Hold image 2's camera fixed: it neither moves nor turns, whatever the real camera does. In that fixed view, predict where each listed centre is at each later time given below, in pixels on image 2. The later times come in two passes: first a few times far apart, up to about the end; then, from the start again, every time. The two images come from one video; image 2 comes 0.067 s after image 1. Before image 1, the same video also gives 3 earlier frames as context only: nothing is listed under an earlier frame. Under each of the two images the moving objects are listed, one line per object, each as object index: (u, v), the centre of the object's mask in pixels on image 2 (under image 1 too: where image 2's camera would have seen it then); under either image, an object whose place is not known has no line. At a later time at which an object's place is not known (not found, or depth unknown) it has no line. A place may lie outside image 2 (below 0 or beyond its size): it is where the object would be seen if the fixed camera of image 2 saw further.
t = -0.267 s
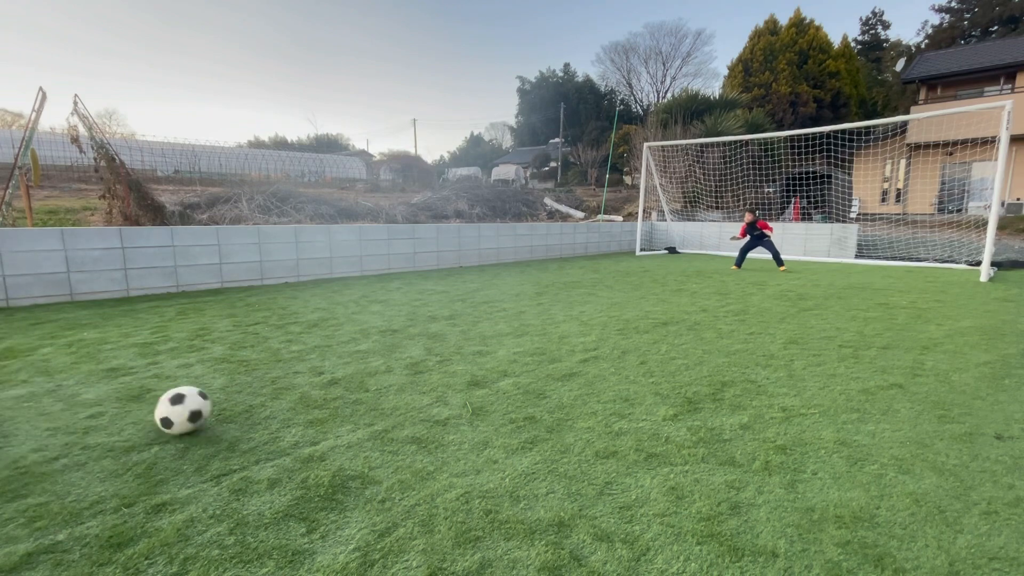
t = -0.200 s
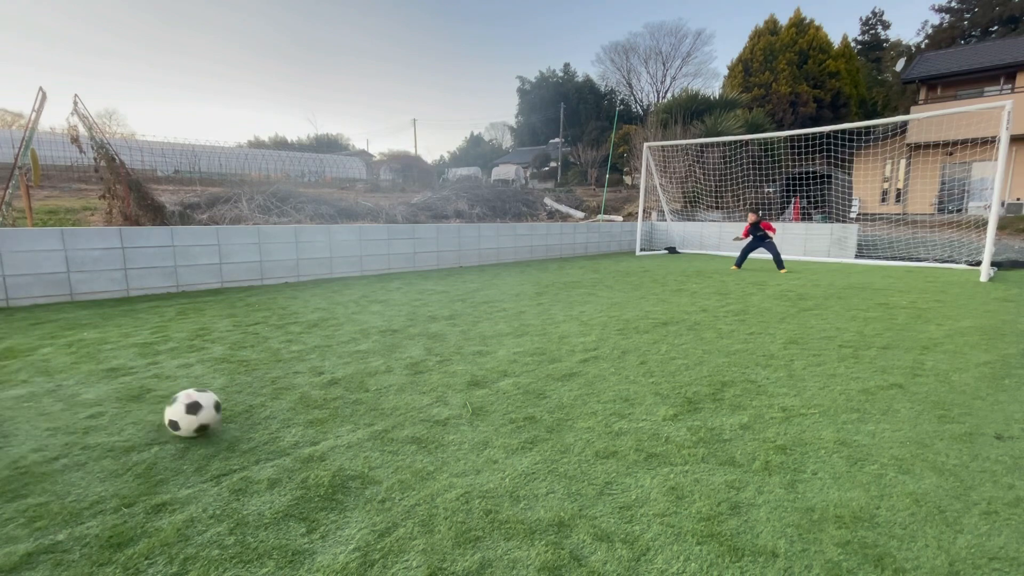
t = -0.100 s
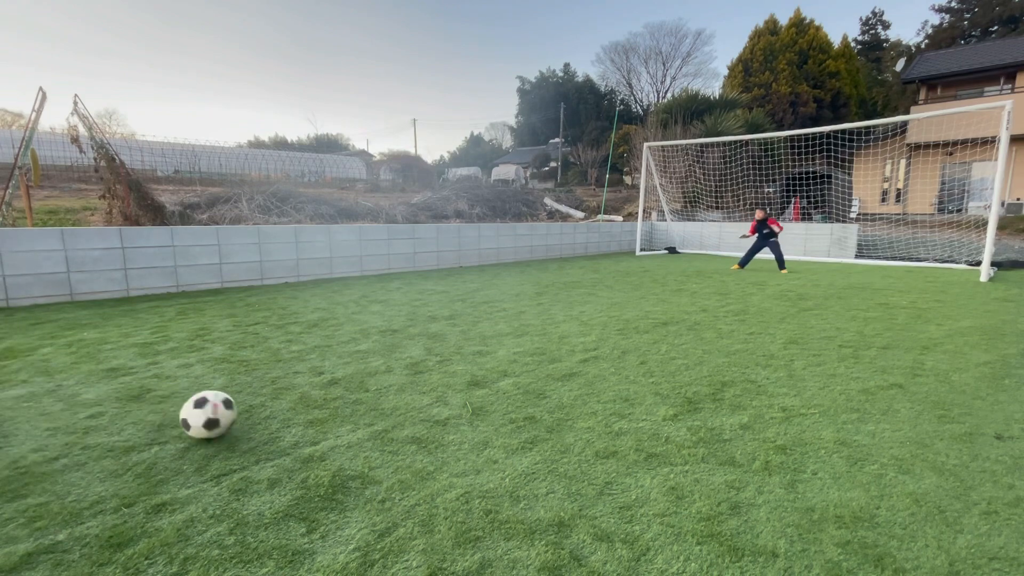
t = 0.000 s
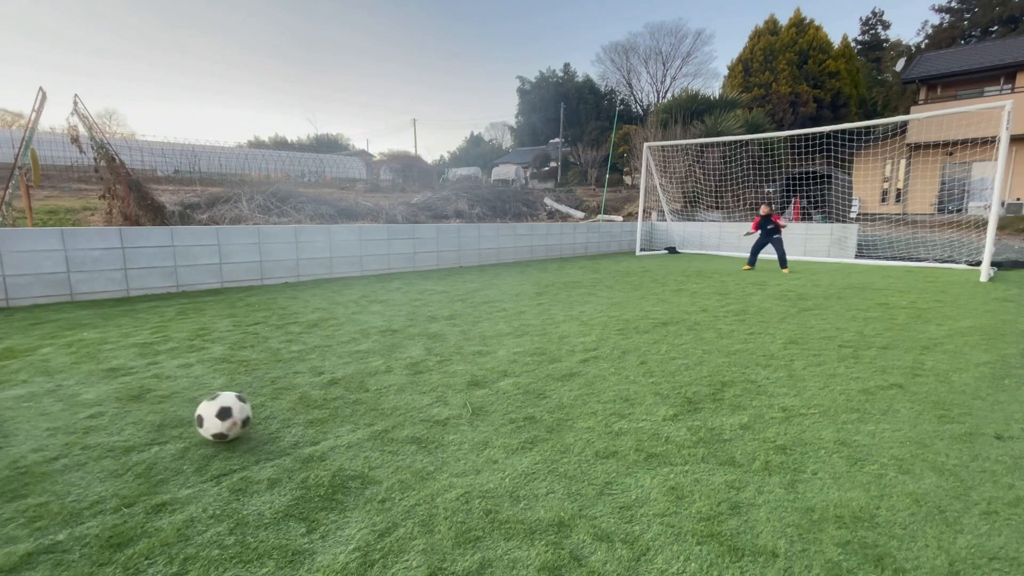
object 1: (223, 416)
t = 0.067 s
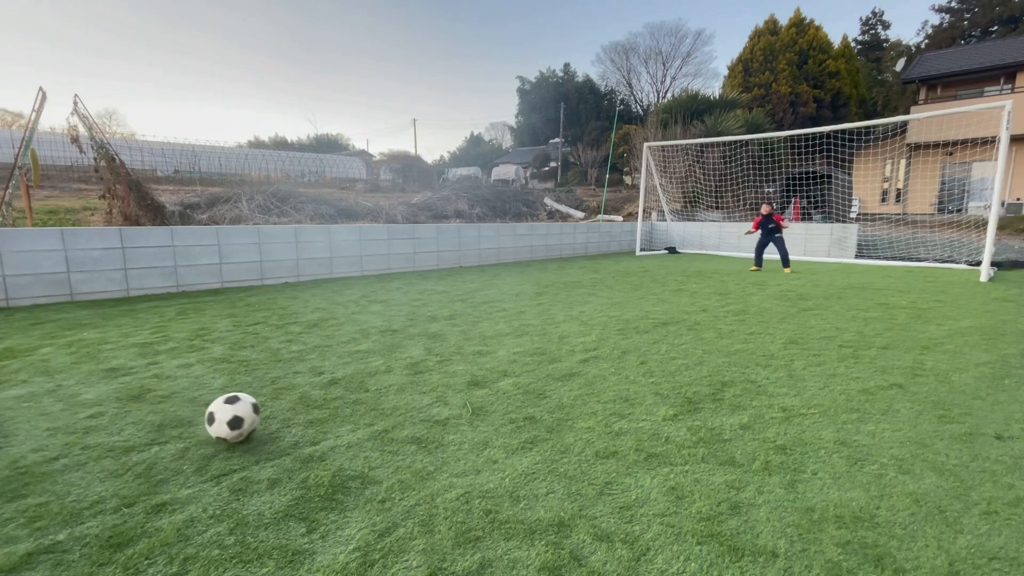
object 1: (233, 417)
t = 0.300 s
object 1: (266, 423)
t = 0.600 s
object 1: (306, 426)
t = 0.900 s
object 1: (337, 425)
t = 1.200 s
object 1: (358, 428)
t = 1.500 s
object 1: (378, 431)
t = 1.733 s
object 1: (389, 434)
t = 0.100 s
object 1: (237, 418)
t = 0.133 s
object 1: (242, 419)
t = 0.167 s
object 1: (247, 420)
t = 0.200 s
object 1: (252, 421)
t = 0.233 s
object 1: (257, 422)
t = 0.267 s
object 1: (262, 422)
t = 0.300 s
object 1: (266, 423)
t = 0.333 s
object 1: (271, 422)
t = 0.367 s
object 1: (275, 423)
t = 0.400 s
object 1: (280, 423)
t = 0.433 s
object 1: (284, 423)
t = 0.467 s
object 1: (289, 424)
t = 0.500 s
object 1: (293, 425)
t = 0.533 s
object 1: (297, 425)
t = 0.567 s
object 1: (302, 426)
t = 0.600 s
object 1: (306, 426)
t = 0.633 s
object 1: (310, 426)
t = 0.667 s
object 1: (314, 426)
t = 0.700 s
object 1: (318, 426)
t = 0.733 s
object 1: (322, 426)
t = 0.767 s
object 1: (326, 425)
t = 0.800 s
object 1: (328, 425)
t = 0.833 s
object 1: (332, 425)
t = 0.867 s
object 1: (334, 425)
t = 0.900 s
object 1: (337, 425)
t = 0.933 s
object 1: (340, 426)
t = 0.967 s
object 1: (342, 426)
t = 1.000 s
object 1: (344, 426)
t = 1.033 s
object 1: (347, 427)
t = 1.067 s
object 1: (349, 427)
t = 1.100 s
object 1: (351, 427)
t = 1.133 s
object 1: (354, 428)
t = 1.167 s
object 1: (356, 428)
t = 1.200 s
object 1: (358, 428)
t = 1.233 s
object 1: (361, 429)
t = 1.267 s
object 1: (363, 429)
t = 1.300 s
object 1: (366, 429)
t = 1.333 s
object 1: (368, 430)
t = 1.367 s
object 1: (370, 430)
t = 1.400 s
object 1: (372, 430)
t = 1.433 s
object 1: (374, 431)
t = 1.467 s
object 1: (376, 431)
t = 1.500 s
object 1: (378, 431)
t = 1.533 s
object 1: (380, 432)
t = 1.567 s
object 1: (382, 432)
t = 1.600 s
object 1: (384, 433)
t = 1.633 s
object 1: (385, 433)
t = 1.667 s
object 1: (386, 433)
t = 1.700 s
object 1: (388, 434)
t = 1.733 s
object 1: (389, 434)
